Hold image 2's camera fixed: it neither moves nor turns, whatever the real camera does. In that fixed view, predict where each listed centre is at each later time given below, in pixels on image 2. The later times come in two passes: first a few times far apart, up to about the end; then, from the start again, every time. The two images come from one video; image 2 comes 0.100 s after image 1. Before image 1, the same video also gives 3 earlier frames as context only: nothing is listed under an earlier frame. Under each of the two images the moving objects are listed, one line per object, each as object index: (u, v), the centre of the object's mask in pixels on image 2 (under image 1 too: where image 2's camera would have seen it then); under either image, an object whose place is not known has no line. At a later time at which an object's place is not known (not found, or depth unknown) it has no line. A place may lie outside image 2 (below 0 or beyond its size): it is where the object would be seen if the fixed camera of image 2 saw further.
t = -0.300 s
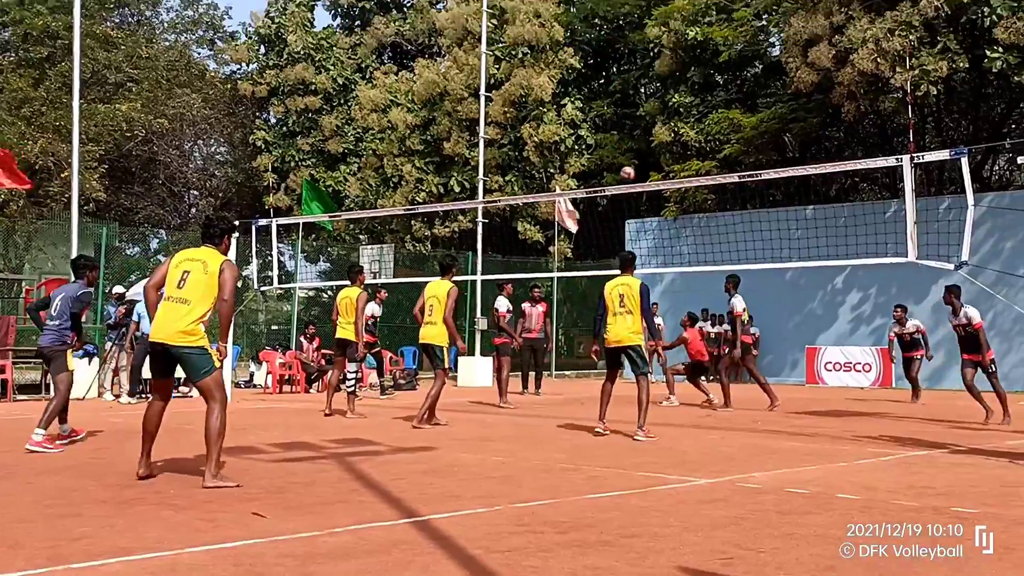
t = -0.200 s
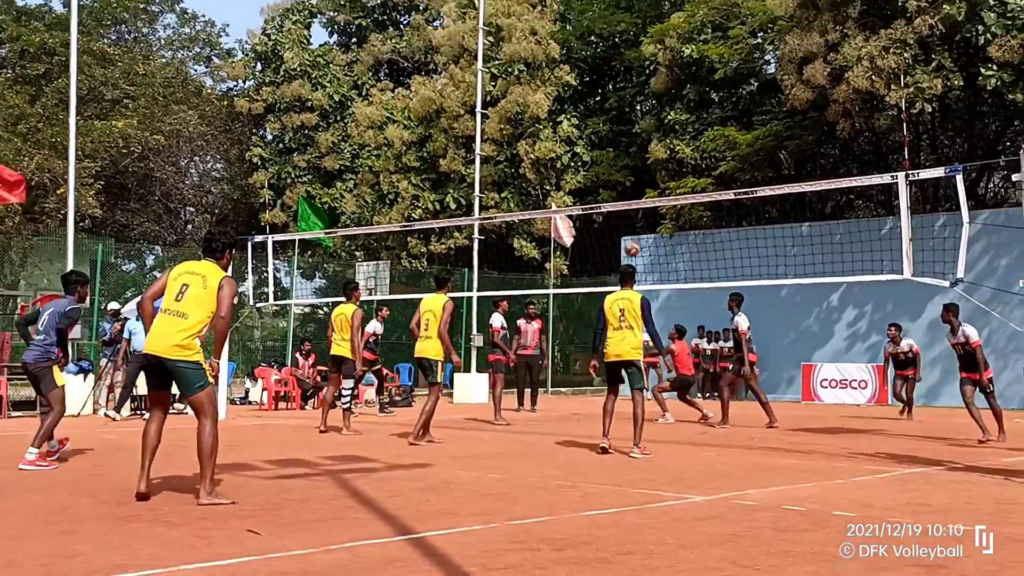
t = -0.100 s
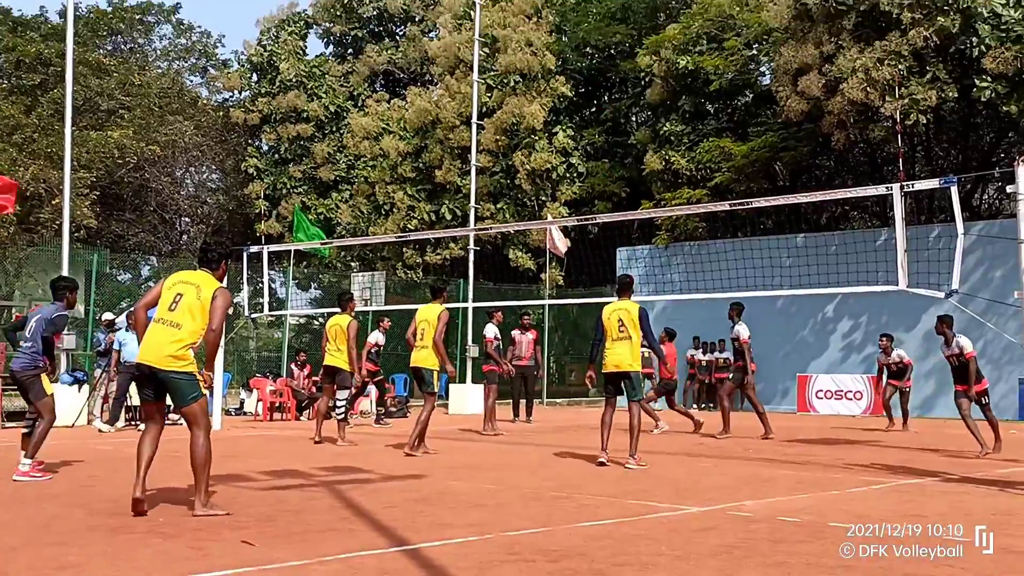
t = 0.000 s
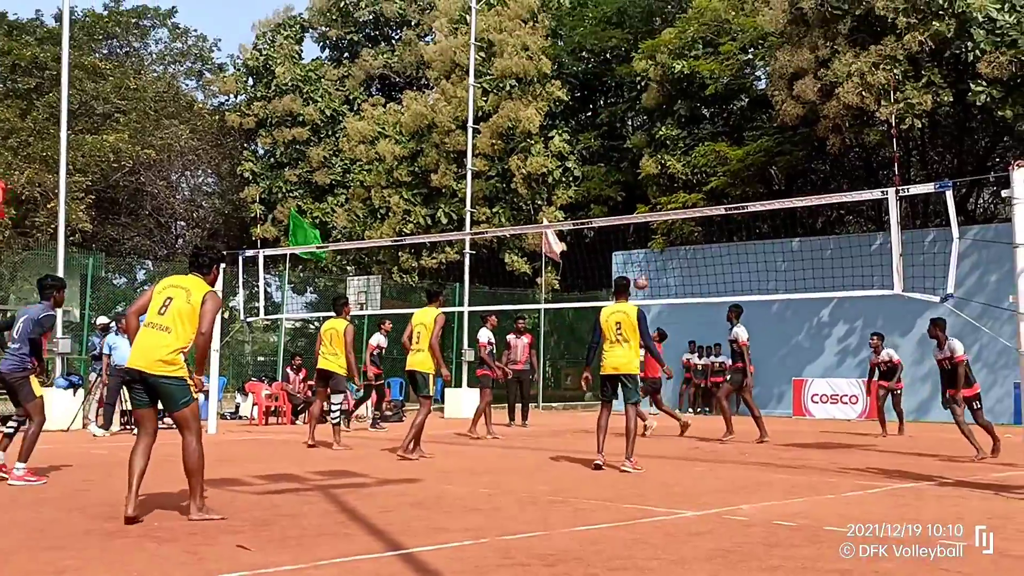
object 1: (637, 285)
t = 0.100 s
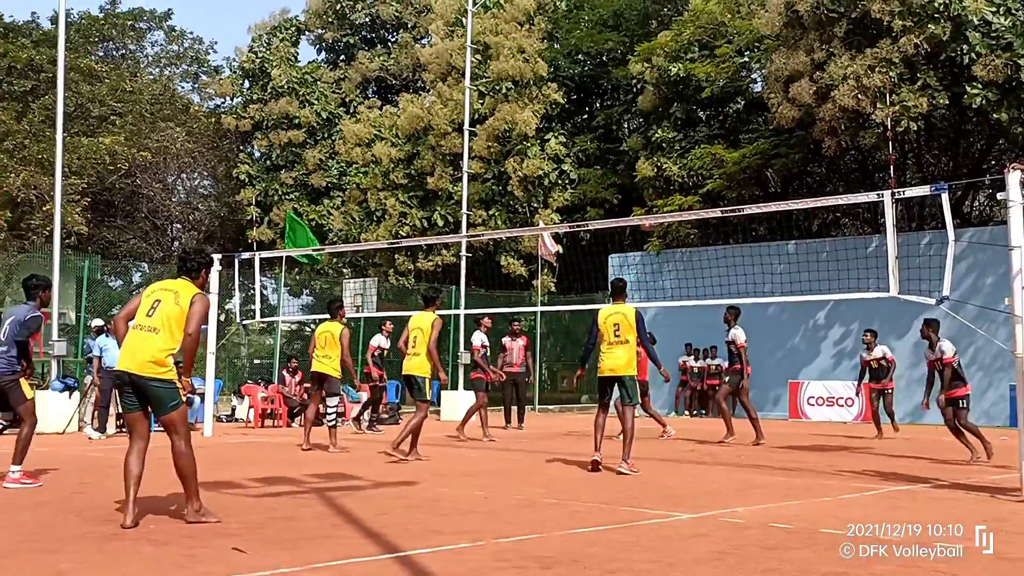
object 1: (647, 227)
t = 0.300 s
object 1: (671, 118)
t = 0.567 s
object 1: (707, 12)
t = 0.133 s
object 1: (650, 205)
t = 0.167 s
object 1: (653, 189)
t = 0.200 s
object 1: (658, 167)
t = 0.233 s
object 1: (663, 150)
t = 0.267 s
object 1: (667, 133)
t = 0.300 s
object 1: (671, 118)
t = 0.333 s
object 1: (675, 104)
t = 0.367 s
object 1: (679, 88)
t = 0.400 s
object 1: (684, 73)
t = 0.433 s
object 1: (687, 60)
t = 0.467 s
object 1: (692, 47)
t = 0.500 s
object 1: (698, 35)
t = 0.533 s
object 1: (702, 23)
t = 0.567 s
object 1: (707, 12)
